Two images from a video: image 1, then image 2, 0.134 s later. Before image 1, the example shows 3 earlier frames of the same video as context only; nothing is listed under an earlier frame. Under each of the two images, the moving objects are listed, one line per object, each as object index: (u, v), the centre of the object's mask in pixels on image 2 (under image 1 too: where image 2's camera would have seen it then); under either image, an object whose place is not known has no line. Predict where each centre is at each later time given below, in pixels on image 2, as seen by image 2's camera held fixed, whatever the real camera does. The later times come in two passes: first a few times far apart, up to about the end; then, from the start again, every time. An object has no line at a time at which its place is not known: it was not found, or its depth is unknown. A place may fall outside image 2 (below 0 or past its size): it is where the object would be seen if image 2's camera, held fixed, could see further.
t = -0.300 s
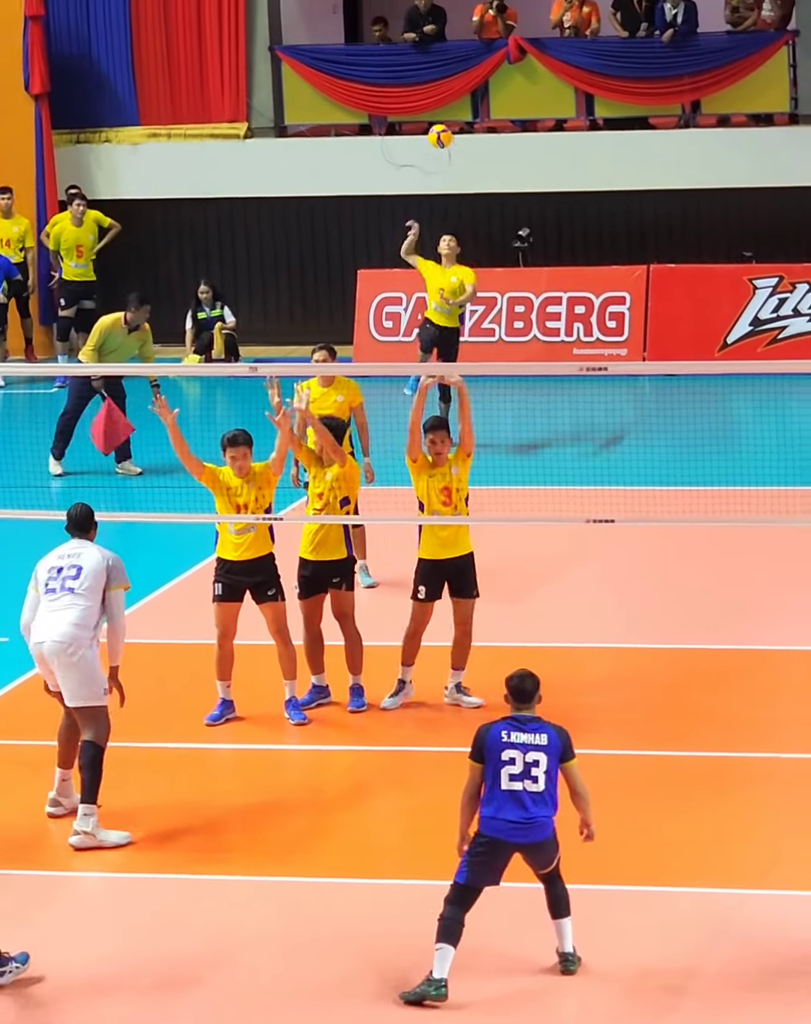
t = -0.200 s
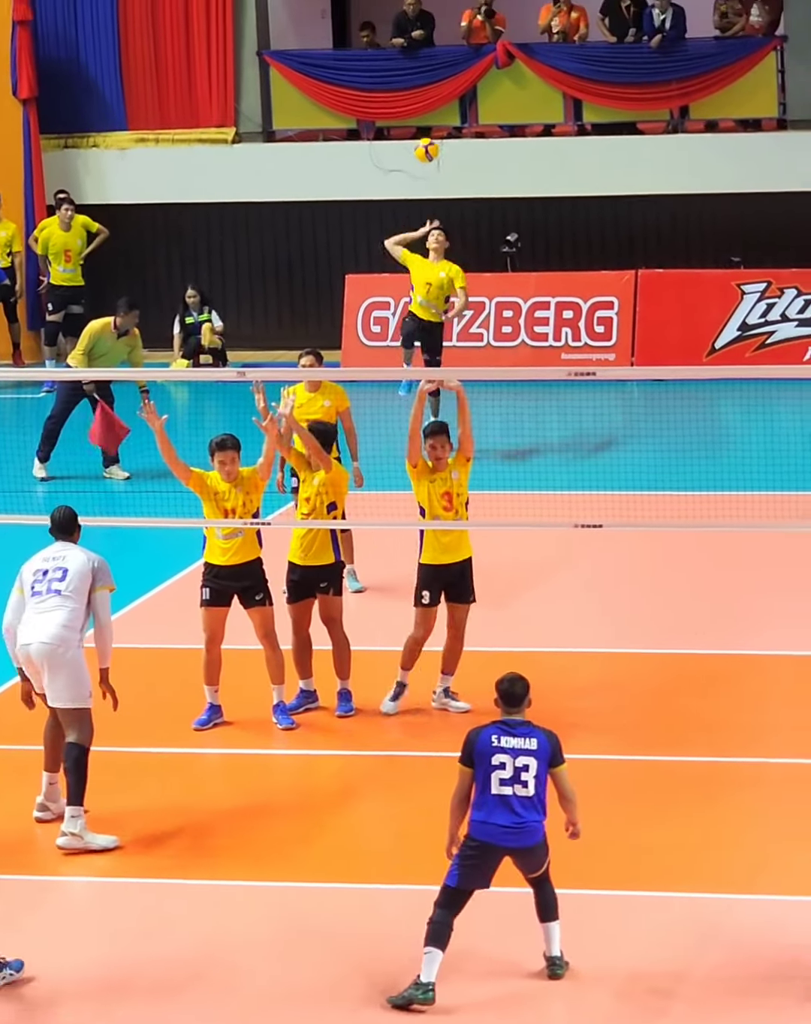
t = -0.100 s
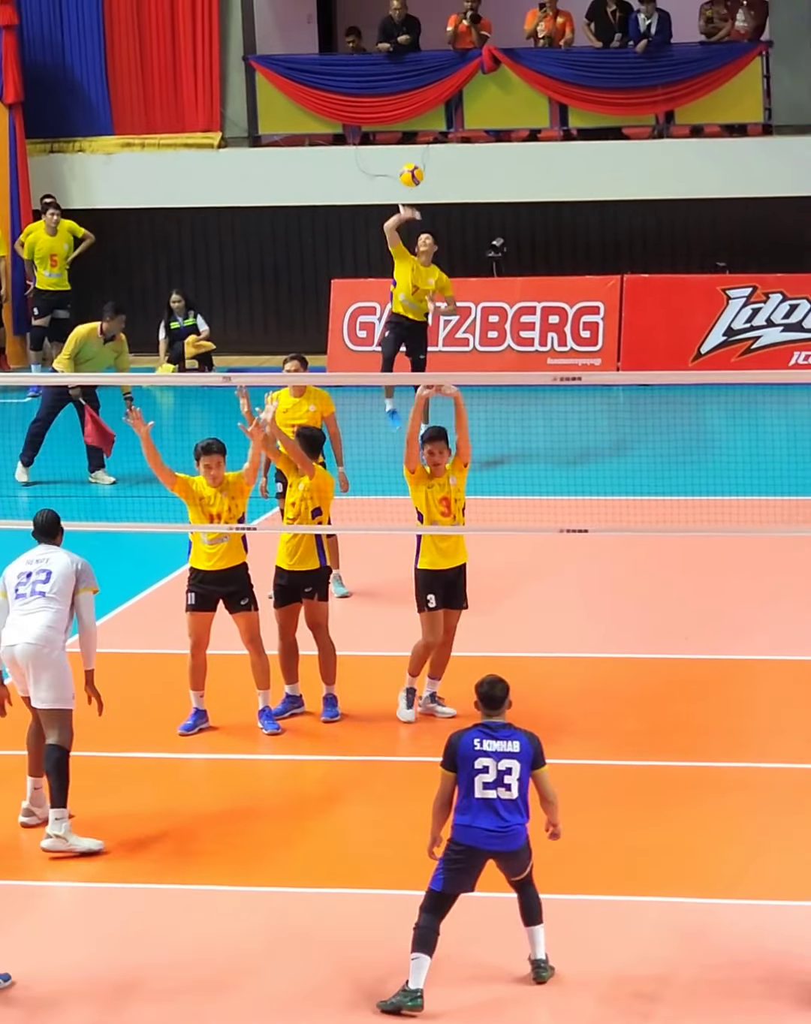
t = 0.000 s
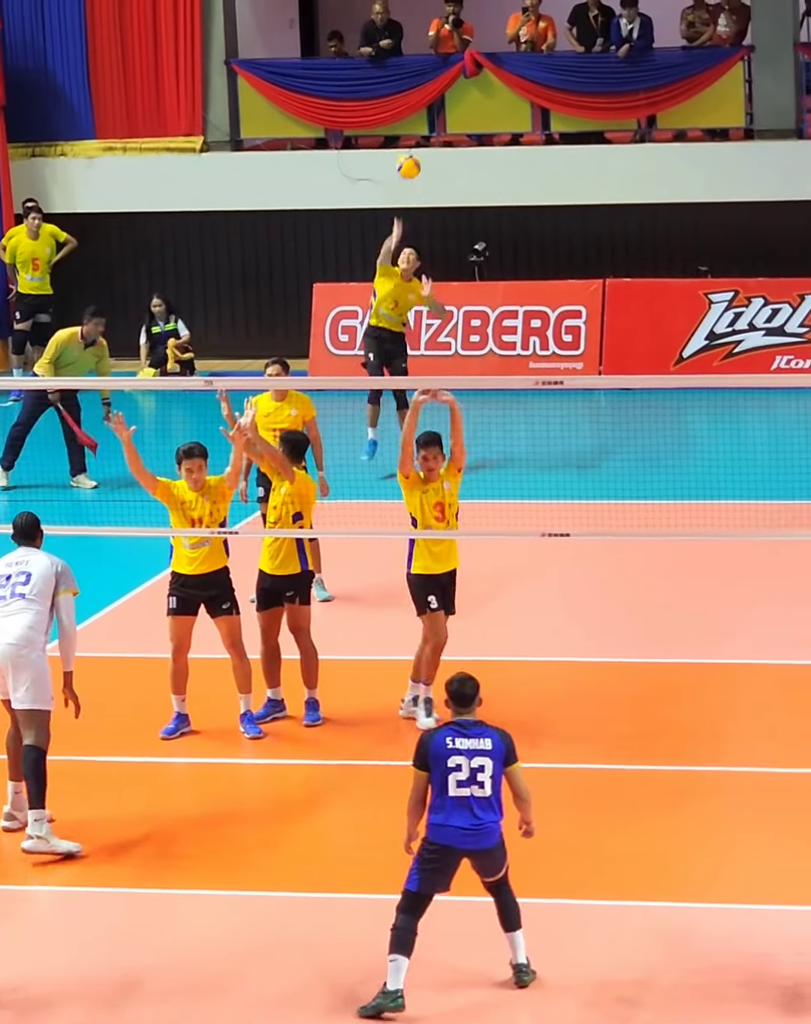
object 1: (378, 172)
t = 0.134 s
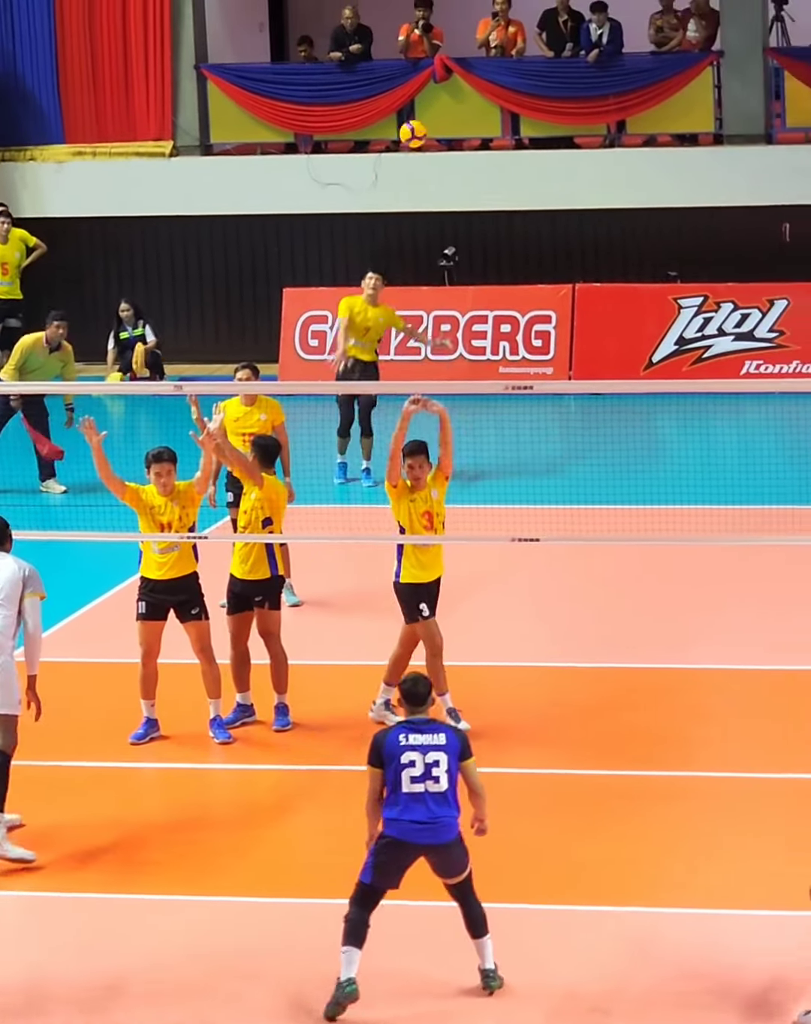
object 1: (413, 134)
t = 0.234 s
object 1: (443, 120)
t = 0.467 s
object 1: (527, 143)
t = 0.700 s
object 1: (631, 266)
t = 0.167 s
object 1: (422, 128)
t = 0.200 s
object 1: (432, 123)
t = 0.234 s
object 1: (443, 120)
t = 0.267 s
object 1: (454, 118)
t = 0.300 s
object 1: (465, 118)
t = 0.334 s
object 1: (477, 120)
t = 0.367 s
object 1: (490, 123)
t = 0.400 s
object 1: (502, 129)
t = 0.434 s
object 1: (515, 135)
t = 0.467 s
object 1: (527, 143)
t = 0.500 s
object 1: (540, 154)
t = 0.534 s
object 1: (554, 168)
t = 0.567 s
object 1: (569, 183)
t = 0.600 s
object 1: (584, 202)
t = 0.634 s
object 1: (599, 221)
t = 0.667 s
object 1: (615, 242)
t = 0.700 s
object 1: (631, 266)
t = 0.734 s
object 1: (647, 293)
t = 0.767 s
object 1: (664, 321)
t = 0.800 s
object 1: (681, 357)
